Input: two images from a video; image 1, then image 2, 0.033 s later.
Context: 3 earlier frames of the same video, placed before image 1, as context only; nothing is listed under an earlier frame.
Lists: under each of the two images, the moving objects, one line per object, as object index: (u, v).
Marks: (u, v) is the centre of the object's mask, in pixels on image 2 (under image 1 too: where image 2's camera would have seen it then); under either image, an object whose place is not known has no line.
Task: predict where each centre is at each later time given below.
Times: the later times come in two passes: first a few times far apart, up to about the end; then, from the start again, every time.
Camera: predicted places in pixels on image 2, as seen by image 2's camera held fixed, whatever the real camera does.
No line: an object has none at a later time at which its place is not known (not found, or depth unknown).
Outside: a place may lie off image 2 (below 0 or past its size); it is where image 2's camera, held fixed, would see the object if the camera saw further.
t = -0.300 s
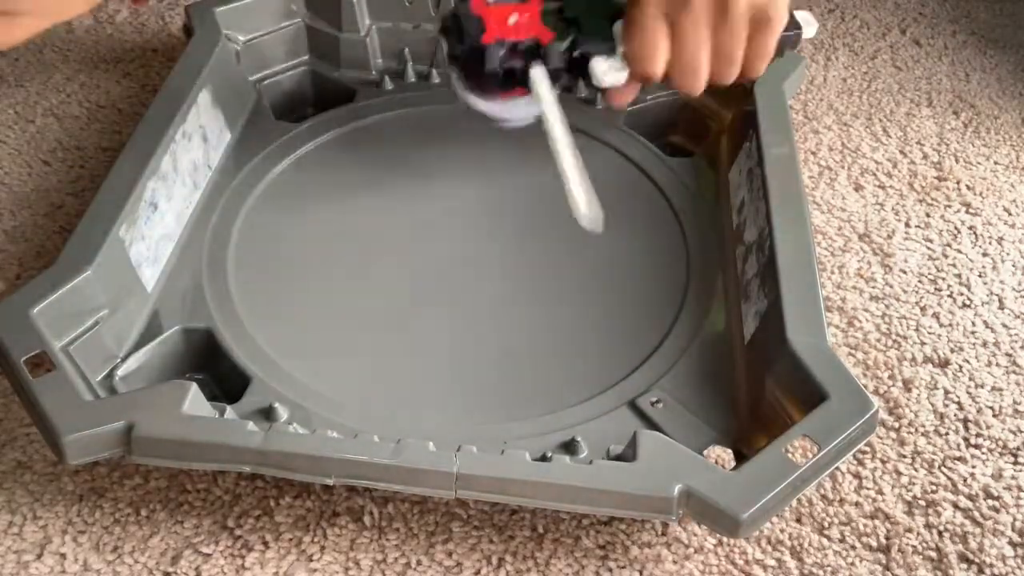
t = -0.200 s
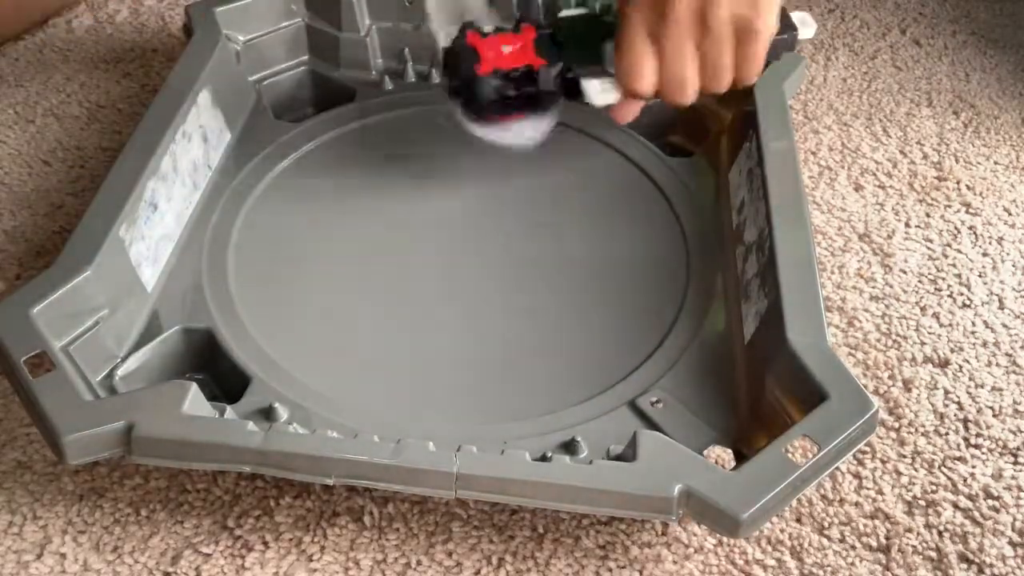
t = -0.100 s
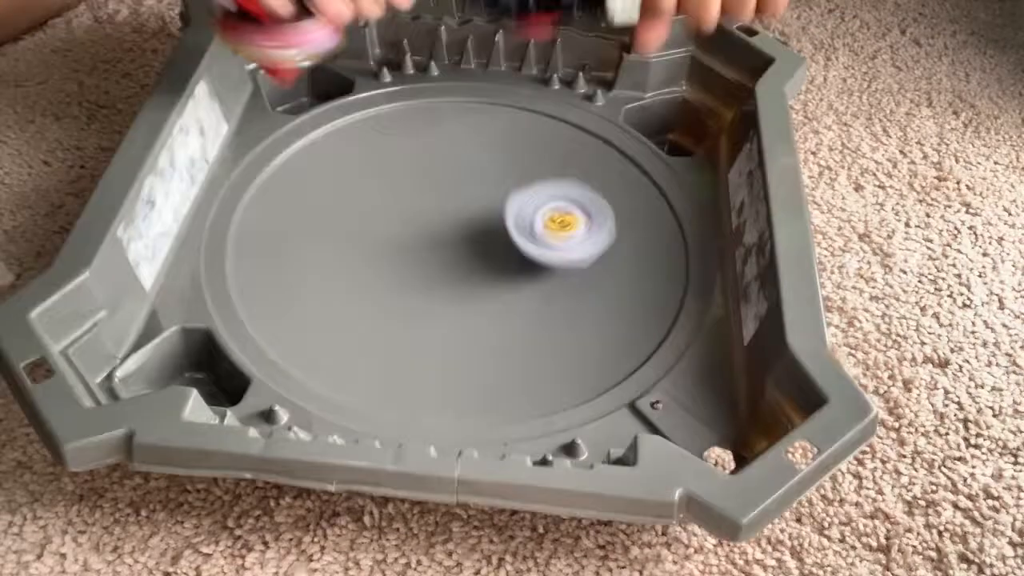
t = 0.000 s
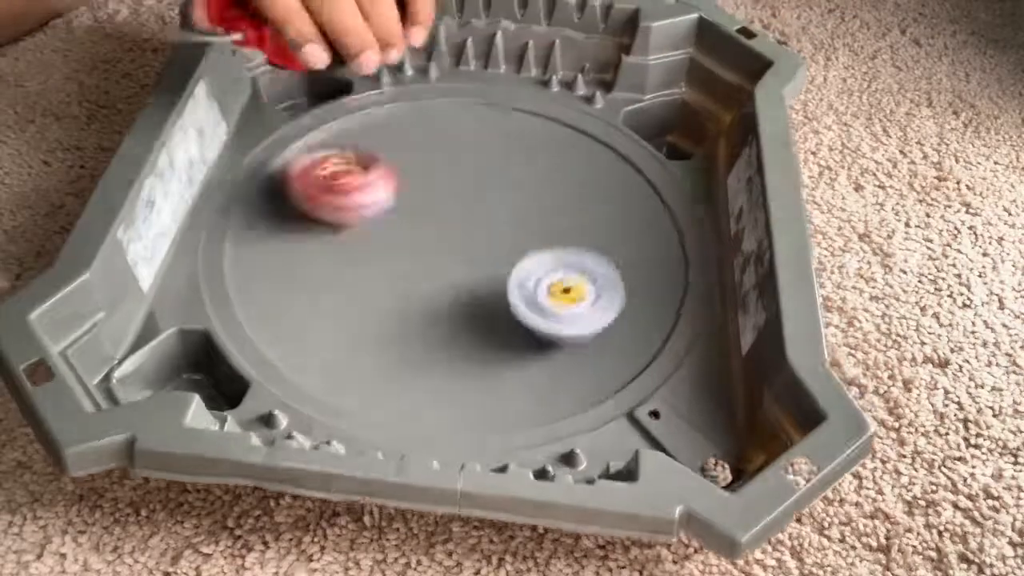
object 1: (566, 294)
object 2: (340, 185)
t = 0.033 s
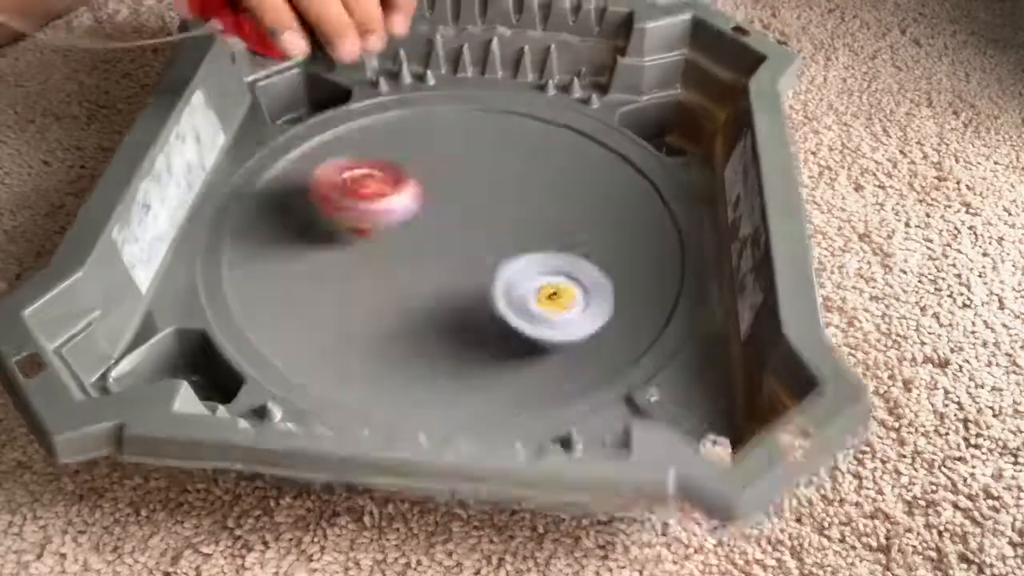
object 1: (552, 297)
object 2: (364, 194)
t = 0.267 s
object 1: (381, 335)
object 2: (512, 279)
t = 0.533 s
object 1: (357, 208)
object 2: (505, 201)
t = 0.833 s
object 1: (346, 137)
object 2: (524, 116)
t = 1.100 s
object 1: (266, 151)
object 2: (632, 151)
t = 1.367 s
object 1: (304, 213)
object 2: (582, 191)
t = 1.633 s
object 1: (281, 284)
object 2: (533, 256)
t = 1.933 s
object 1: (440, 323)
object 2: (644, 293)
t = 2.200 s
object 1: (541, 362)
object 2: (551, 259)
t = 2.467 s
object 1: (597, 341)
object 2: (411, 343)
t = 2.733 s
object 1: (650, 280)
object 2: (514, 350)
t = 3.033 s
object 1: (657, 218)
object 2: (411, 275)
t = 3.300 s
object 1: (593, 203)
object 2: (336, 278)
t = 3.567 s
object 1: (489, 125)
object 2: (441, 242)
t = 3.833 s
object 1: (496, 104)
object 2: (391, 240)
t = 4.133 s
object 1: (421, 151)
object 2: (556, 298)
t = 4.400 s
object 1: (324, 168)
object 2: (508, 149)
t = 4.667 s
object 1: (248, 211)
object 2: (356, 171)
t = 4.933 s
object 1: (304, 264)
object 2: (512, 264)
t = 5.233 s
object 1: (474, 326)
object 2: (582, 140)
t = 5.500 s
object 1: (614, 328)
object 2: (380, 232)
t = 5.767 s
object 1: (625, 261)
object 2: (505, 372)
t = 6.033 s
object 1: (649, 195)
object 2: (608, 277)
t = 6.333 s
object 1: (567, 171)
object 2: (354, 325)
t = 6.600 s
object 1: (478, 128)
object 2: (386, 334)
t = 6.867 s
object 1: (392, 130)
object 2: (437, 208)
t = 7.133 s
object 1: (346, 81)
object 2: (545, 272)
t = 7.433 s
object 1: (301, 149)
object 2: (573, 253)
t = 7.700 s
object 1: (341, 251)
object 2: (489, 232)
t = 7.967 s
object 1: (453, 324)
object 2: (424, 217)
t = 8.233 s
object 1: (595, 310)
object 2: (423, 221)
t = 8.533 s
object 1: (658, 227)
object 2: (481, 247)
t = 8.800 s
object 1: (594, 171)
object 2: (549, 251)
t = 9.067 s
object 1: (477, 178)
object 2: (550, 247)
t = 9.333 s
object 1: (377, 225)
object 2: (496, 244)
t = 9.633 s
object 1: (316, 293)
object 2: (487, 256)
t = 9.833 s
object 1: (363, 332)
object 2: (499, 258)
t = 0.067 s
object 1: (533, 299)
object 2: (390, 212)
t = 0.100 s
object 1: (511, 318)
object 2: (416, 230)
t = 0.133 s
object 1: (489, 346)
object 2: (440, 244)
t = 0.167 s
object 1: (463, 354)
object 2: (463, 252)
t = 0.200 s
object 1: (432, 355)
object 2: (482, 262)
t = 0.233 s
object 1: (405, 349)
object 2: (498, 273)
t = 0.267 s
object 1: (381, 335)
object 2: (512, 279)
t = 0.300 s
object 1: (359, 320)
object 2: (523, 278)
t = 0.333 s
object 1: (336, 306)
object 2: (531, 275)
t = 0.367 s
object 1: (318, 289)
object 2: (538, 272)
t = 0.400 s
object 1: (310, 268)
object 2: (542, 262)
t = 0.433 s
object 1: (312, 249)
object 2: (541, 249)
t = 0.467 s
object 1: (322, 233)
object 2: (534, 234)
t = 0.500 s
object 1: (338, 220)
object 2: (523, 217)
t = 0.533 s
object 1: (357, 208)
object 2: (505, 201)
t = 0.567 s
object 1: (375, 199)
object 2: (486, 185)
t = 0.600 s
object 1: (349, 191)
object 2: (513, 162)
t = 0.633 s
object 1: (324, 189)
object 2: (537, 143)
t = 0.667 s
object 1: (311, 181)
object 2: (554, 123)
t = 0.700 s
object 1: (306, 172)
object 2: (565, 106)
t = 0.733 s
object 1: (307, 161)
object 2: (567, 94)
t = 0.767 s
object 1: (313, 150)
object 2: (556, 97)
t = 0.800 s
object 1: (327, 141)
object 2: (542, 108)
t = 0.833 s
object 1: (346, 137)
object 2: (524, 116)
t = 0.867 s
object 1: (370, 136)
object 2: (504, 124)
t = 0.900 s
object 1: (380, 141)
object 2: (498, 131)
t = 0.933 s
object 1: (351, 147)
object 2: (531, 135)
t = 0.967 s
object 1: (327, 152)
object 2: (560, 139)
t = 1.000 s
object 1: (306, 154)
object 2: (584, 141)
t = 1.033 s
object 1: (289, 155)
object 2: (605, 144)
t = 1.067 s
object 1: (275, 153)
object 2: (621, 147)
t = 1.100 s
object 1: (266, 151)
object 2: (632, 151)
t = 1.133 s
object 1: (270, 153)
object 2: (639, 155)
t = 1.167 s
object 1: (275, 155)
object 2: (640, 160)
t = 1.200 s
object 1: (279, 158)
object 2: (637, 164)
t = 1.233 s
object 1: (286, 165)
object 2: (631, 170)
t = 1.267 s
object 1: (293, 176)
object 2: (621, 175)
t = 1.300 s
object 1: (298, 187)
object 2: (609, 180)
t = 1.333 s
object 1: (302, 201)
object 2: (596, 186)
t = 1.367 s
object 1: (304, 213)
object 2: (582, 191)
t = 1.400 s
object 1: (305, 228)
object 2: (569, 197)
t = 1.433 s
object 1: (304, 241)
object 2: (558, 203)
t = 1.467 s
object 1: (301, 253)
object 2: (548, 210)
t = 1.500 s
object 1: (296, 264)
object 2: (541, 217)
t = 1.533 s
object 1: (291, 273)
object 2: (535, 225)
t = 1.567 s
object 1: (285, 278)
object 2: (532, 235)
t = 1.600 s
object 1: (282, 282)
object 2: (531, 245)
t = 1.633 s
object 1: (281, 284)
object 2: (533, 256)
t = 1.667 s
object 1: (283, 286)
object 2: (537, 267)
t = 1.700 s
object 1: (291, 287)
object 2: (545, 277)
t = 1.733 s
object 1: (304, 288)
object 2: (555, 286)
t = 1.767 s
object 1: (322, 290)
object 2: (569, 293)
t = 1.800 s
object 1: (343, 294)
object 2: (584, 299)
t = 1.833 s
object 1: (367, 300)
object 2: (601, 302)
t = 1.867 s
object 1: (391, 306)
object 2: (618, 303)
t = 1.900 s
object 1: (416, 314)
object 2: (633, 299)
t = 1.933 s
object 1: (440, 323)
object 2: (644, 293)
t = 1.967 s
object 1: (464, 332)
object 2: (649, 285)
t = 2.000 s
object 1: (485, 341)
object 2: (647, 274)
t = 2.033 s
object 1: (505, 350)
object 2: (638, 266)
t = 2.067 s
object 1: (522, 359)
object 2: (626, 261)
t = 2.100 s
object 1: (536, 368)
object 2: (612, 257)
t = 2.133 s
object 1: (540, 369)
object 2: (595, 255)
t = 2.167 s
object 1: (539, 365)
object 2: (574, 256)
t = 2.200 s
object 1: (541, 362)
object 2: (551, 259)
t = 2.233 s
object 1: (547, 360)
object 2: (526, 262)
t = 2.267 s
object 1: (556, 358)
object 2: (501, 270)
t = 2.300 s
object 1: (567, 359)
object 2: (477, 278)
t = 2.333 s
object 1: (574, 356)
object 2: (455, 289)
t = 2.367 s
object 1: (576, 352)
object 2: (437, 301)
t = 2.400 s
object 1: (581, 348)
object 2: (422, 315)
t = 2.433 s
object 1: (589, 344)
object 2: (413, 329)
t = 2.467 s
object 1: (597, 341)
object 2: (411, 343)
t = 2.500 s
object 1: (606, 336)
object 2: (416, 359)
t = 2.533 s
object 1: (614, 331)
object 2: (429, 371)
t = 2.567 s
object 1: (621, 328)
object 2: (451, 379)
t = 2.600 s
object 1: (625, 325)
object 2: (478, 374)
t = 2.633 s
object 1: (627, 321)
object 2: (507, 367)
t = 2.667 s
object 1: (638, 313)
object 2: (524, 360)
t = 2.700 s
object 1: (649, 295)
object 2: (519, 356)
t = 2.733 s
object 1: (650, 280)
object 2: (514, 350)
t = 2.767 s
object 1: (652, 267)
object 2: (511, 341)
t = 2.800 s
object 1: (656, 256)
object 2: (507, 331)
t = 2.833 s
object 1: (662, 247)
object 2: (502, 323)
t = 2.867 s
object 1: (667, 241)
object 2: (493, 312)
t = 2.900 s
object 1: (662, 237)
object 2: (481, 303)
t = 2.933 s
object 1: (657, 234)
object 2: (466, 294)
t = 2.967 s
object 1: (656, 229)
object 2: (450, 286)
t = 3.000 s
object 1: (656, 224)
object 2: (430, 279)
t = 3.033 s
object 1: (657, 218)
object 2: (411, 275)
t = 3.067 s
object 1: (660, 212)
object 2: (393, 270)
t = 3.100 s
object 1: (663, 207)
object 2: (375, 267)
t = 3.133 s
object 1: (662, 208)
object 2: (359, 266)
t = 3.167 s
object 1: (655, 209)
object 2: (345, 267)
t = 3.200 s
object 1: (645, 210)
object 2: (335, 270)
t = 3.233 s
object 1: (631, 210)
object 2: (331, 273)
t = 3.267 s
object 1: (612, 208)
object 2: (332, 275)
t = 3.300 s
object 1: (593, 203)
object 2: (336, 278)
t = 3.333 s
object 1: (575, 196)
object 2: (347, 280)
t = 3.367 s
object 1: (557, 187)
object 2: (359, 279)
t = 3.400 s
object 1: (541, 178)
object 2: (373, 277)
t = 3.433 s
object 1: (526, 168)
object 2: (389, 274)
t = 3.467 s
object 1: (514, 157)
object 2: (404, 270)
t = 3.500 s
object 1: (504, 146)
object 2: (418, 264)
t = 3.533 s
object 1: (495, 135)
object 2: (431, 254)
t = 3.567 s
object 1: (489, 125)
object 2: (441, 242)
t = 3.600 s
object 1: (487, 116)
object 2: (449, 226)
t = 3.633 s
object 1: (486, 110)
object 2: (451, 210)
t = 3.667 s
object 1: (485, 109)
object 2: (449, 193)
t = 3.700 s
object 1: (485, 108)
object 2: (444, 181)
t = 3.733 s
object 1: (490, 85)
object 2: (427, 196)
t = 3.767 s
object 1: (493, 82)
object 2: (410, 213)
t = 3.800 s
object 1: (495, 96)
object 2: (398, 226)
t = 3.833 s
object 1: (496, 104)
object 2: (391, 240)
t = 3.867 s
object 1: (496, 113)
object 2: (389, 254)
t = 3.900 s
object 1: (494, 122)
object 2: (393, 268)
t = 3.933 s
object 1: (490, 129)
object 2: (403, 282)
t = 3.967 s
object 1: (483, 135)
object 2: (420, 294)
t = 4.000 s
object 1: (474, 139)
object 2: (441, 305)
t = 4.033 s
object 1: (464, 142)
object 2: (468, 310)
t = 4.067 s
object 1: (450, 145)
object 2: (497, 312)
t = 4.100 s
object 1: (436, 148)
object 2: (528, 307)
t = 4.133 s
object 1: (421, 151)
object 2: (556, 298)
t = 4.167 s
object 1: (408, 154)
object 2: (579, 282)
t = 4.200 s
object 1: (394, 156)
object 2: (593, 262)
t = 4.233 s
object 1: (380, 158)
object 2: (599, 241)
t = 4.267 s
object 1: (368, 161)
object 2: (596, 217)
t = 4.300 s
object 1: (355, 163)
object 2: (585, 196)
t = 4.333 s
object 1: (344, 164)
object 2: (565, 177)
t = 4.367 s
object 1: (333, 166)
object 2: (538, 161)
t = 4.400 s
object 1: (324, 168)
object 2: (508, 149)
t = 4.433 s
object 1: (318, 171)
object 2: (474, 142)
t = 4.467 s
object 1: (312, 175)
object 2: (439, 139)
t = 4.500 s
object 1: (309, 179)
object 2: (403, 142)
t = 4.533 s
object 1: (294, 186)
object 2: (387, 141)
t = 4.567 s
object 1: (280, 193)
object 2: (377, 144)
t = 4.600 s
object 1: (268, 199)
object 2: (366, 149)
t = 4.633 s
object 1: (257, 205)
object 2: (359, 160)
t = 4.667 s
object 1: (248, 211)
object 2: (356, 171)
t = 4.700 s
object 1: (240, 215)
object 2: (358, 186)
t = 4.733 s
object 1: (241, 218)
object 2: (364, 202)
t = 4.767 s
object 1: (247, 223)
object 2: (375, 219)
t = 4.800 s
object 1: (254, 229)
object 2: (393, 233)
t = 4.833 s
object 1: (263, 237)
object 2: (416, 247)
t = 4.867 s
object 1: (275, 246)
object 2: (444, 257)
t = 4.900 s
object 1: (289, 255)
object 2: (477, 263)
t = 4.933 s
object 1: (304, 264)
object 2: (512, 264)
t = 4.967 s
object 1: (320, 274)
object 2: (545, 261)
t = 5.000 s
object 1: (338, 283)
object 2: (575, 251)
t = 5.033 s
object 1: (356, 291)
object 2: (601, 237)
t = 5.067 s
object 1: (374, 299)
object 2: (618, 221)
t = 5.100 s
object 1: (394, 306)
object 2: (629, 203)
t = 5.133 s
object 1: (414, 312)
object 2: (630, 184)
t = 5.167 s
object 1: (433, 318)
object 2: (622, 166)
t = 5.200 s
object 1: (454, 322)
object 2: (606, 150)
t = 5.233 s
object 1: (474, 326)
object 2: (582, 140)
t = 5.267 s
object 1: (493, 329)
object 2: (554, 134)
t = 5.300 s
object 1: (512, 331)
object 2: (523, 135)
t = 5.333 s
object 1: (531, 332)
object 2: (491, 141)
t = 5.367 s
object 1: (550, 332)
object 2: (461, 152)
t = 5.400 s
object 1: (568, 332)
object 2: (433, 168)
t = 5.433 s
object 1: (586, 331)
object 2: (409, 187)
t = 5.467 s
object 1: (603, 330)
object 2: (391, 209)
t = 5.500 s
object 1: (614, 328)
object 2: (380, 232)
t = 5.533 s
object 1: (609, 320)
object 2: (374, 258)
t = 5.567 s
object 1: (605, 313)
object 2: (376, 283)
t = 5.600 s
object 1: (602, 306)
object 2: (384, 306)
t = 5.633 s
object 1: (602, 297)
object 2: (398, 329)
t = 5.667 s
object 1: (606, 289)
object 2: (417, 350)
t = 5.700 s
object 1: (611, 281)
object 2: (445, 368)
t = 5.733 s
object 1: (618, 271)
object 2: (472, 381)
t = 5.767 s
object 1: (625, 261)
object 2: (505, 372)
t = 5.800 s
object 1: (632, 251)
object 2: (536, 369)
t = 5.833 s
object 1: (637, 242)
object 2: (561, 352)
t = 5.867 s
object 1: (639, 234)
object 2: (583, 337)
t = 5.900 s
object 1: (643, 225)
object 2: (603, 321)
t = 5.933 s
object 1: (645, 215)
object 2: (615, 307)
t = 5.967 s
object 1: (646, 208)
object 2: (619, 297)
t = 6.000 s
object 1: (646, 202)
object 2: (619, 286)
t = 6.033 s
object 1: (649, 195)
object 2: (608, 277)
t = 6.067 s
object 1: (658, 182)
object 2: (572, 281)
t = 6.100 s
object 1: (642, 182)
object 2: (537, 284)
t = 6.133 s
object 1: (628, 182)
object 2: (503, 288)
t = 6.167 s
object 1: (615, 182)
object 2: (469, 292)
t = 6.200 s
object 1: (603, 182)
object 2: (438, 297)
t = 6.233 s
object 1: (593, 182)
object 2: (411, 303)
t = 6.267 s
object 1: (584, 180)
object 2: (388, 311)
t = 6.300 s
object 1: (575, 177)
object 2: (369, 318)
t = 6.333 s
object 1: (567, 171)
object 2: (354, 325)
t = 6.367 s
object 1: (557, 165)
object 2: (343, 333)
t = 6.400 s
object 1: (547, 158)
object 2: (339, 339)
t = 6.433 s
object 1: (536, 151)
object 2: (342, 344)
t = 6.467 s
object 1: (524, 145)
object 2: (347, 346)
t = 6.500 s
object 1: (512, 140)
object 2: (356, 345)
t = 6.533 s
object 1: (501, 135)
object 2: (366, 344)
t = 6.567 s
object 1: (489, 131)
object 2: (376, 340)
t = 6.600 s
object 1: (478, 128)
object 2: (386, 334)
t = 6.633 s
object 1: (467, 126)
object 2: (399, 325)
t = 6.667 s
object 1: (456, 125)
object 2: (413, 314)
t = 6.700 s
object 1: (445, 125)
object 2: (425, 300)
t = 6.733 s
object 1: (434, 125)
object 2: (434, 282)
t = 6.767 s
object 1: (423, 127)
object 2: (439, 262)
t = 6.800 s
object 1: (414, 130)
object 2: (441, 241)
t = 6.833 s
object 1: (406, 133)
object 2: (439, 220)
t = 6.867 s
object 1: (392, 130)
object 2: (437, 208)
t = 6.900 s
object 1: (372, 101)
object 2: (447, 225)
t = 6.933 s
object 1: (361, 87)
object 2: (458, 242)
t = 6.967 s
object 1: (360, 82)
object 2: (470, 253)
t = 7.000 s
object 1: (357, 80)
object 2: (485, 261)
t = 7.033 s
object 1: (352, 77)
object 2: (500, 268)
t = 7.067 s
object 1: (347, 76)
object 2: (517, 272)
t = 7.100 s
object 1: (345, 77)
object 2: (531, 273)
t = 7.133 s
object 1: (346, 81)
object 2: (545, 272)
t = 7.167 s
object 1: (345, 84)
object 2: (558, 270)
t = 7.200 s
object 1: (340, 88)
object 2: (566, 268)
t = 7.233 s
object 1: (331, 92)
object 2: (571, 265)
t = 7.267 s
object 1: (319, 98)
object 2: (574, 262)
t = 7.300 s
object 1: (308, 105)
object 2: (576, 260)
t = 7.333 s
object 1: (301, 113)
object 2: (576, 259)
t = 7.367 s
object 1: (299, 123)
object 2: (575, 257)
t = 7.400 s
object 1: (301, 136)
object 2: (575, 256)
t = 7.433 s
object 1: (301, 149)
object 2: (573, 253)
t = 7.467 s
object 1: (302, 161)
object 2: (571, 250)
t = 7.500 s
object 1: (305, 173)
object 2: (567, 247)
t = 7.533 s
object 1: (308, 186)
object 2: (559, 244)
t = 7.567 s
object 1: (311, 199)
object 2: (548, 241)
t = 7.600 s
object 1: (316, 212)
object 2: (535, 238)
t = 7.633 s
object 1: (323, 226)
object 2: (522, 236)
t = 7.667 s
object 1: (331, 238)
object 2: (506, 233)
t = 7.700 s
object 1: (341, 251)
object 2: (489, 232)
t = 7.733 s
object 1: (353, 263)
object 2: (473, 232)
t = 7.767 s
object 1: (364, 274)
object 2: (456, 232)
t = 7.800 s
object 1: (376, 285)
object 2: (440, 232)
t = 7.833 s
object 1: (388, 296)
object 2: (435, 227)
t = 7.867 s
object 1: (403, 306)
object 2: (432, 223)
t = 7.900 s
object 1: (419, 312)
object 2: (429, 221)
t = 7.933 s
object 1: (435, 318)
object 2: (427, 219)
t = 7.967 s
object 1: (453, 324)
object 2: (424, 217)
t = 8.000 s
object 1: (471, 327)
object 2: (423, 217)
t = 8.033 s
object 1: (490, 329)
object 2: (423, 218)
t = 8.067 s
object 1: (509, 330)
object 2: (423, 218)
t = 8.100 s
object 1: (528, 329)
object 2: (423, 218)
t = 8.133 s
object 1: (546, 326)
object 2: (423, 219)
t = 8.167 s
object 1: (563, 322)
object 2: (422, 220)
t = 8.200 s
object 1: (580, 317)
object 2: (422, 220)
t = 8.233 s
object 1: (595, 310)
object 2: (423, 221)
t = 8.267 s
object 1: (609, 303)
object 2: (424, 223)
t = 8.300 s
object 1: (623, 295)
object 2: (427, 224)
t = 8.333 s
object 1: (634, 286)
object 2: (432, 227)
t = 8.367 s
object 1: (643, 276)
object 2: (436, 229)
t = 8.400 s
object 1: (651, 267)
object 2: (442, 234)
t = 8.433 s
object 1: (657, 256)
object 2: (450, 238)
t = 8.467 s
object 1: (659, 246)
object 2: (460, 241)
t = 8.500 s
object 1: (659, 237)
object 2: (470, 245)
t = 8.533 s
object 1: (658, 227)
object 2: (481, 247)
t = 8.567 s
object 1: (656, 218)
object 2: (492, 249)
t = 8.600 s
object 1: (653, 208)
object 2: (504, 252)
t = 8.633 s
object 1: (646, 200)
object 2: (516, 251)
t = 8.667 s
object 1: (638, 192)
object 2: (526, 251)
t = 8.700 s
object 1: (630, 185)
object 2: (533, 250)
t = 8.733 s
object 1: (620, 180)
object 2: (540, 250)
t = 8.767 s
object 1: (607, 175)
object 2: (545, 251)
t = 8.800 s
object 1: (594, 171)
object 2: (549, 251)
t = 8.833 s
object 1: (581, 168)
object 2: (552, 251)
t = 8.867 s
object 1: (567, 167)
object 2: (552, 250)
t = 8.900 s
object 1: (552, 167)
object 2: (553, 250)
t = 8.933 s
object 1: (537, 167)
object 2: (552, 250)
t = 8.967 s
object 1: (522, 169)
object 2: (553, 249)
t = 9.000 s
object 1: (508, 171)
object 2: (553, 247)
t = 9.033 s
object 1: (492, 175)
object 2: (551, 247)
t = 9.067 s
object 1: (477, 178)
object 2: (550, 247)
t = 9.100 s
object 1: (463, 182)
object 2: (549, 247)
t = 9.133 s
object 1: (449, 188)
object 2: (546, 245)
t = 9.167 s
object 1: (435, 193)
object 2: (541, 244)
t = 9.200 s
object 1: (422, 198)
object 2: (534, 243)
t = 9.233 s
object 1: (410, 205)
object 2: (526, 244)
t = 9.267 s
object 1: (398, 211)
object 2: (517, 245)
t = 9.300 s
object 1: (387, 218)
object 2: (508, 243)
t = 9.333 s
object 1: (377, 225)
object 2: (496, 244)
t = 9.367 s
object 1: (368, 233)
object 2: (484, 244)
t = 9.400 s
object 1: (359, 241)
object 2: (473, 246)
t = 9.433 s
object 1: (353, 249)
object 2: (462, 246)
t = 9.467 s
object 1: (336, 253)
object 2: (464, 250)
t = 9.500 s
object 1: (326, 260)
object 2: (469, 252)
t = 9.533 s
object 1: (321, 268)
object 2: (474, 254)
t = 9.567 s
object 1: (318, 276)
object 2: (479, 254)
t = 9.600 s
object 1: (316, 285)
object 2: (483, 255)
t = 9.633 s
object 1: (316, 293)
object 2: (487, 256)
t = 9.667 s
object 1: (317, 302)
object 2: (490, 256)
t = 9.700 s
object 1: (322, 310)
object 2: (494, 256)
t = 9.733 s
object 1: (329, 317)
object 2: (497, 258)
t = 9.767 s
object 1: (339, 324)
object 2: (499, 257)
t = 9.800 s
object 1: (351, 328)
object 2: (499, 258)
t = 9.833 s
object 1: (363, 332)
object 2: (499, 258)
